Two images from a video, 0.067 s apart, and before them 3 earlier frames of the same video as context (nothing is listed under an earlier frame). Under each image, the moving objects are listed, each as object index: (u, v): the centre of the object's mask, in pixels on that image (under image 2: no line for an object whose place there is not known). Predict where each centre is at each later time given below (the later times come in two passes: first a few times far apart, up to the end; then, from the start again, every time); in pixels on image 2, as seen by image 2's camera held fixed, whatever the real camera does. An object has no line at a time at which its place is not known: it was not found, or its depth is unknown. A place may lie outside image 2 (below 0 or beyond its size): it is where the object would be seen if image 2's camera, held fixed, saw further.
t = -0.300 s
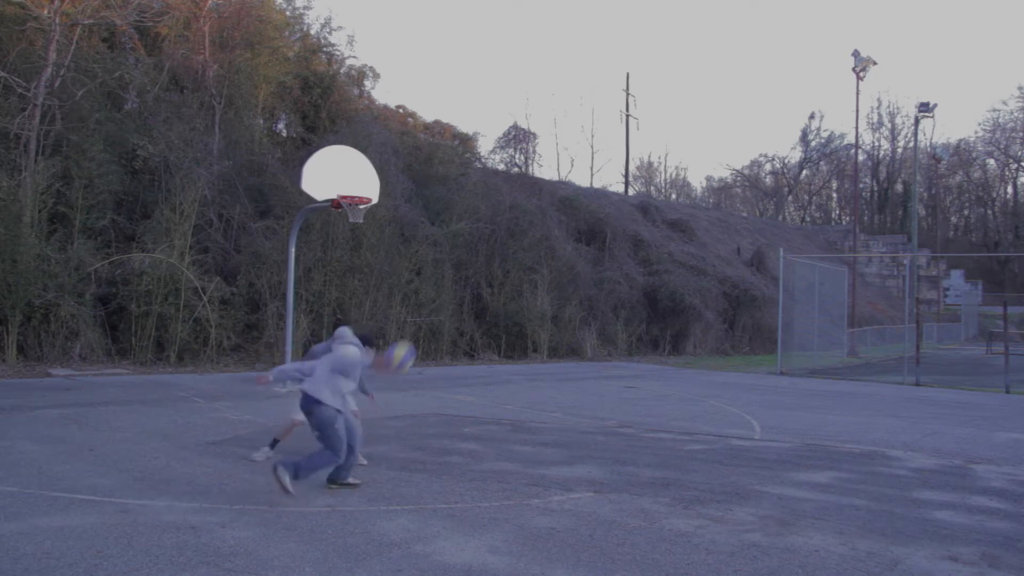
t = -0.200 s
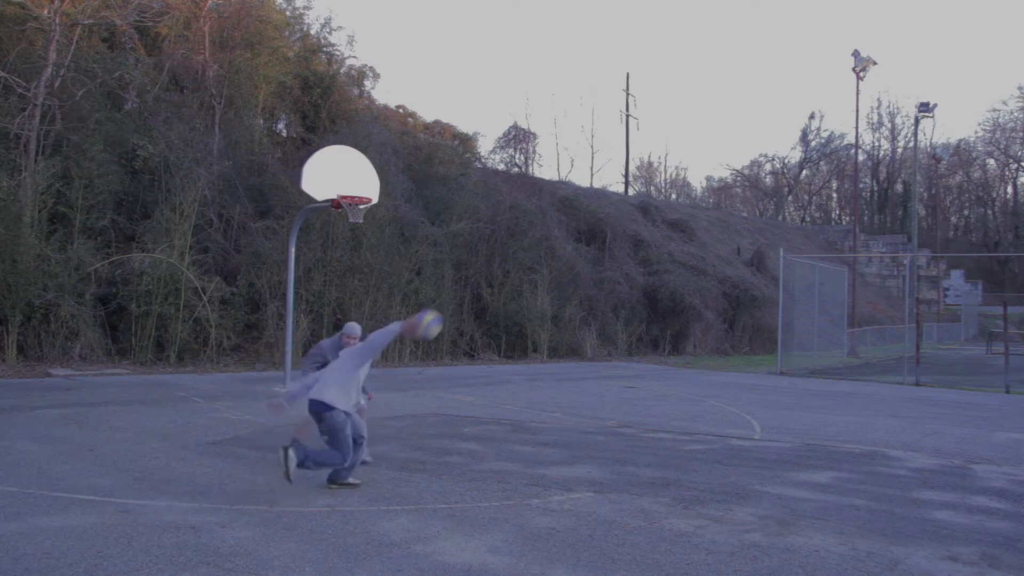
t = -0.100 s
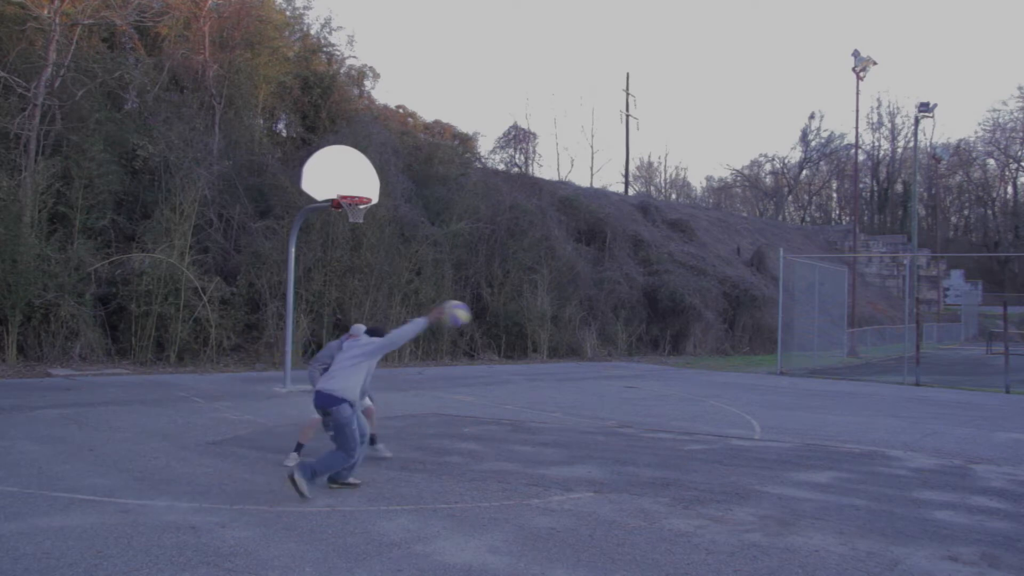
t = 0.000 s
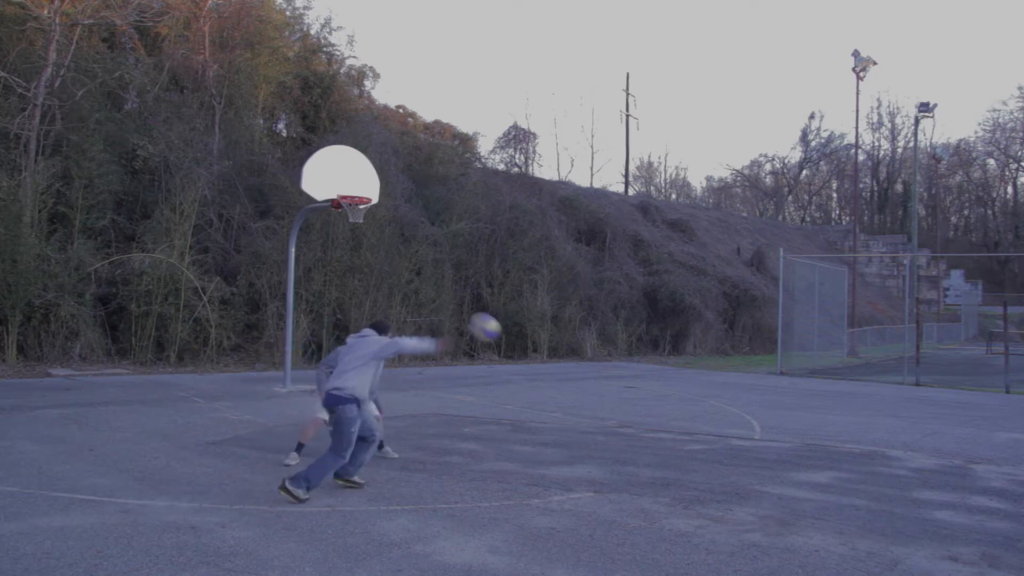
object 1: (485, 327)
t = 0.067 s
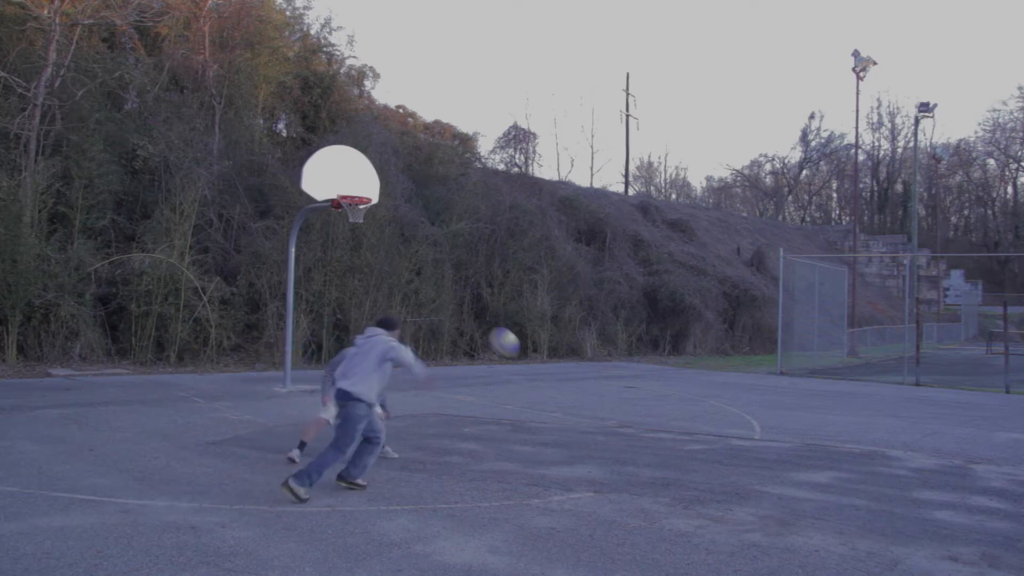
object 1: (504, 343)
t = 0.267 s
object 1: (556, 411)
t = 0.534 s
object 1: (596, 407)
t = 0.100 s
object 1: (513, 350)
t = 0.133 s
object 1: (521, 359)
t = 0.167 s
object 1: (530, 371)
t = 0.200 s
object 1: (537, 383)
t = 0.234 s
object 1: (548, 398)
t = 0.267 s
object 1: (556, 411)
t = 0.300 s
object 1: (565, 426)
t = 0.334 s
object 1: (572, 441)
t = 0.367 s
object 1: (579, 458)
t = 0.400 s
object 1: (584, 452)
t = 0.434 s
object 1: (588, 437)
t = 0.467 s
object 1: (591, 427)
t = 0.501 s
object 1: (593, 417)
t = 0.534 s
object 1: (596, 407)
